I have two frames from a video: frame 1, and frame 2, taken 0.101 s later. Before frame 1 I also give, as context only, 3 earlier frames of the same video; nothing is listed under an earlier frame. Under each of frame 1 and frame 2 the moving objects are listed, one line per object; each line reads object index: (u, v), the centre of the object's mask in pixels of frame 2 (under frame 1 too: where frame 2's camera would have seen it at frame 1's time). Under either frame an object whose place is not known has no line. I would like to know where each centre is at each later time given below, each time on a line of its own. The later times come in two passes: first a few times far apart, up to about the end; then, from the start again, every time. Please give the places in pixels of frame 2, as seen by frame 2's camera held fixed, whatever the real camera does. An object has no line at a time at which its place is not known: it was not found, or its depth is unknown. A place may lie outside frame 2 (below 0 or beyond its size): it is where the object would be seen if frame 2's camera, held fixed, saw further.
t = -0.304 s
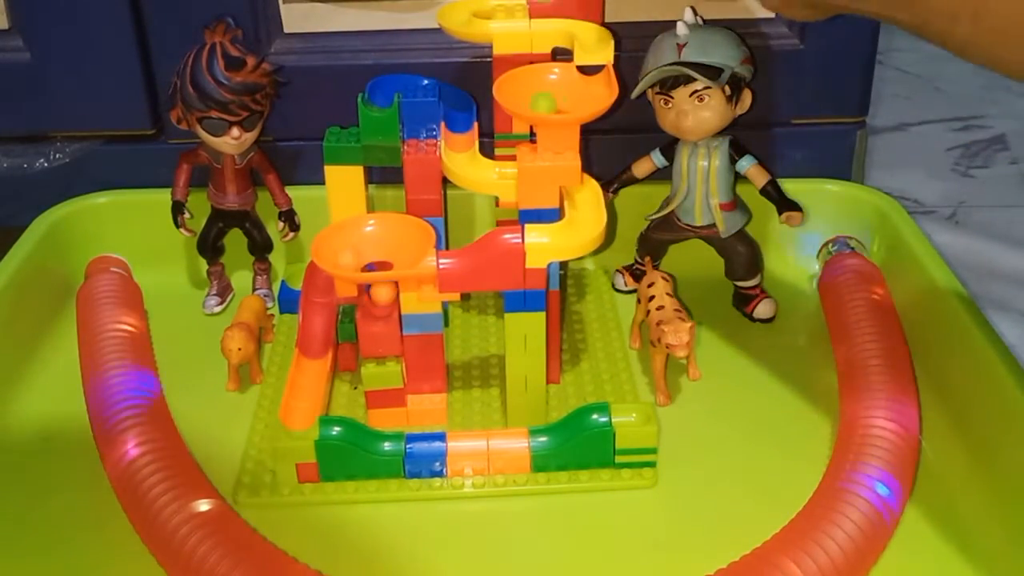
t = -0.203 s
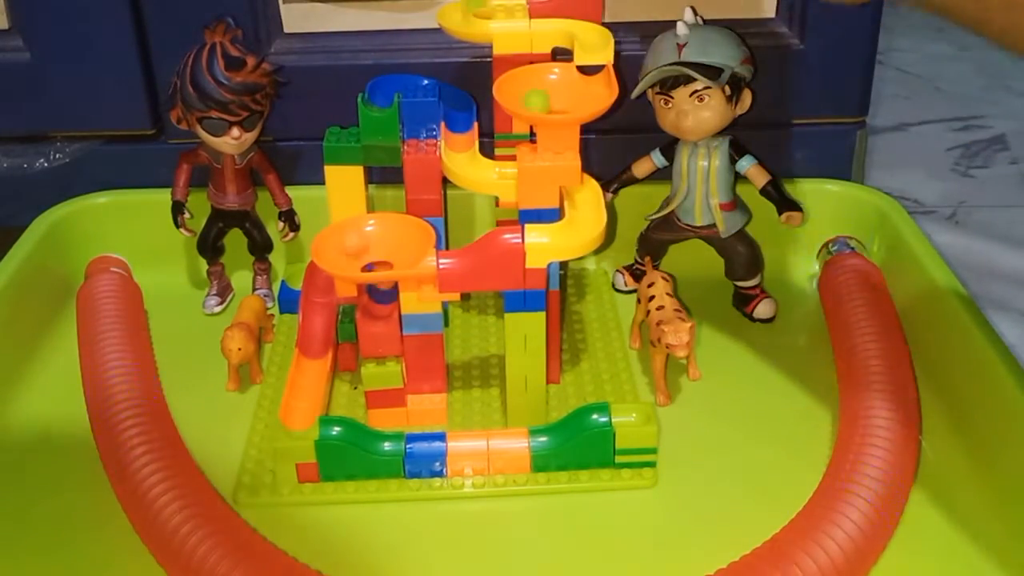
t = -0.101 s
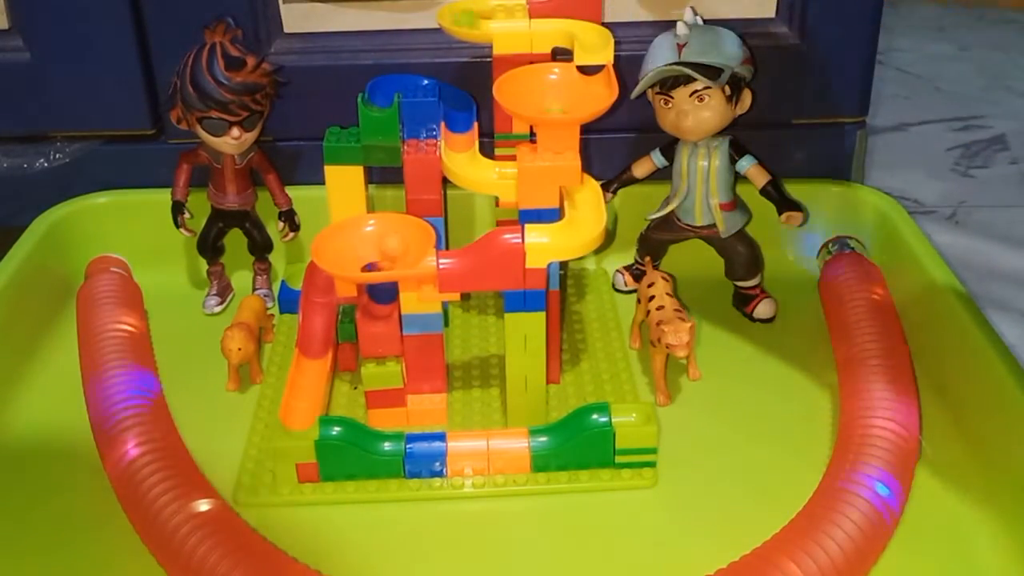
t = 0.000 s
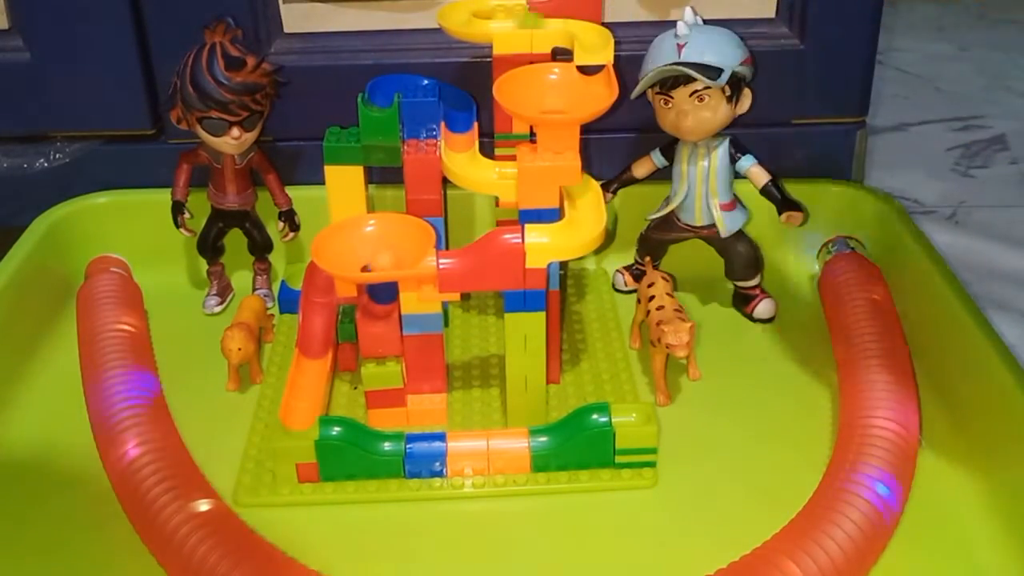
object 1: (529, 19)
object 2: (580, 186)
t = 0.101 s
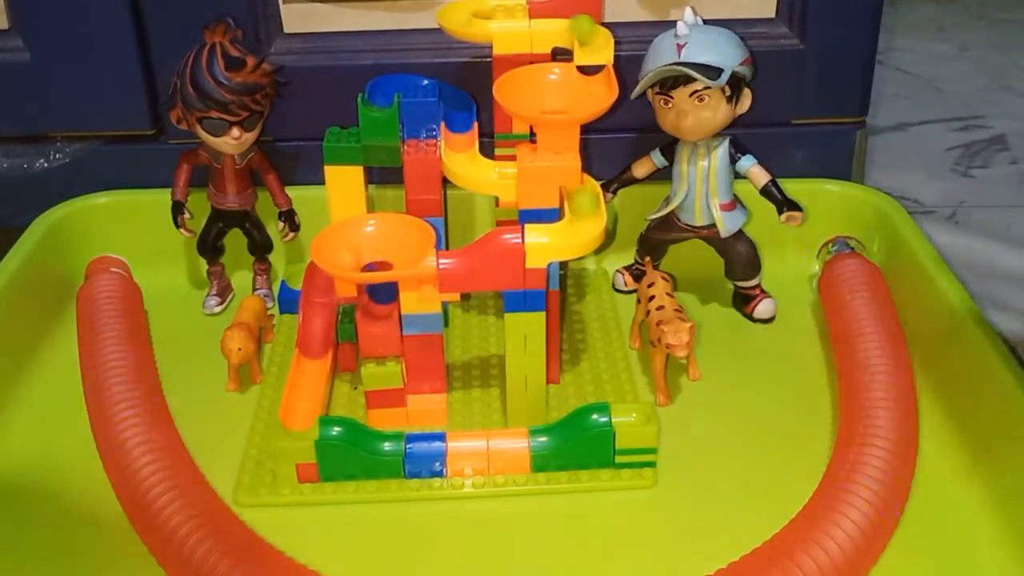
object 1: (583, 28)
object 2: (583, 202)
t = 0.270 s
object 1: (579, 92)
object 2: (545, 233)
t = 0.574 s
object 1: (597, 89)
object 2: (345, 259)
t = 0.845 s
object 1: (528, 95)
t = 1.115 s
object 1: (549, 102)
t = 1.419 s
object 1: (529, 101)
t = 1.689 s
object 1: (560, 104)
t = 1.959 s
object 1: (569, 102)
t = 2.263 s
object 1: (561, 103)
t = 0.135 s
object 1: (591, 34)
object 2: (584, 211)
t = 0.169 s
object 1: (593, 39)
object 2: (584, 220)
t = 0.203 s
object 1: (595, 48)
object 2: (576, 227)
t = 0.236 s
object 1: (591, 72)
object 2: (562, 231)
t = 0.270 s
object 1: (579, 92)
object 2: (545, 233)
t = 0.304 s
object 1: (559, 104)
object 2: (528, 232)
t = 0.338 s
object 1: (537, 101)
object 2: (514, 233)
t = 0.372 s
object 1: (527, 94)
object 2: (500, 235)
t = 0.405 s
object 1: (523, 93)
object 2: (483, 244)
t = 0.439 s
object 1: (525, 98)
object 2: (454, 257)
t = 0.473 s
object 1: (537, 100)
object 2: (428, 253)
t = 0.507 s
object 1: (557, 100)
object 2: (401, 257)
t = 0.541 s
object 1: (581, 94)
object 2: (373, 261)
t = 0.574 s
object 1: (597, 89)
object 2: (345, 259)
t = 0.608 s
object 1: (597, 89)
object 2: (329, 248)
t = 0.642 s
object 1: (587, 96)
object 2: (336, 239)
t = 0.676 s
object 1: (566, 103)
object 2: (356, 232)
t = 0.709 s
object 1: (541, 102)
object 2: (378, 226)
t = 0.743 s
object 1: (522, 96)
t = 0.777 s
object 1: (514, 91)
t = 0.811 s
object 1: (515, 89)
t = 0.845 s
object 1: (528, 95)
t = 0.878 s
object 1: (550, 100)
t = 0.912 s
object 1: (564, 102)
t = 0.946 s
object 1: (565, 104)
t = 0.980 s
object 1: (565, 104)
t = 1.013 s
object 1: (561, 104)
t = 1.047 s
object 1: (556, 104)
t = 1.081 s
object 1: (551, 103)
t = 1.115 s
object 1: (549, 102)
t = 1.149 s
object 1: (560, 93)
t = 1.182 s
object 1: (571, 87)
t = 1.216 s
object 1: (578, 86)
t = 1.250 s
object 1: (579, 90)
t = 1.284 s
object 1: (574, 98)
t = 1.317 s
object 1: (563, 103)
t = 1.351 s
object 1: (549, 104)
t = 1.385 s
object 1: (536, 102)
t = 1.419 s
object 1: (529, 101)
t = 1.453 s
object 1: (529, 101)
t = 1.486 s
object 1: (537, 101)
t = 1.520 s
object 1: (549, 101)
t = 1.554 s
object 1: (563, 102)
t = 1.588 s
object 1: (567, 102)
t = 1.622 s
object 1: (568, 103)
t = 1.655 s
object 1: (565, 104)
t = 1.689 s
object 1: (560, 104)
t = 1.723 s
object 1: (553, 104)
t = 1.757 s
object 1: (548, 103)
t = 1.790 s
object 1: (548, 100)
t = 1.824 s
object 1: (558, 95)
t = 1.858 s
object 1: (567, 94)
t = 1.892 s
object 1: (573, 96)
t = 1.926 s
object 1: (573, 99)
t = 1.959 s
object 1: (569, 102)
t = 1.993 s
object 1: (561, 104)
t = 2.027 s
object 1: (551, 104)
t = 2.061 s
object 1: (541, 103)
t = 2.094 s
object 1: (537, 102)
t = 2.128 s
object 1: (537, 101)
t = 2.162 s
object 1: (542, 100)
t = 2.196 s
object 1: (551, 101)
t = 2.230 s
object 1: (563, 102)
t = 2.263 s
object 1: (561, 103)
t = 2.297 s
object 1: (555, 104)
